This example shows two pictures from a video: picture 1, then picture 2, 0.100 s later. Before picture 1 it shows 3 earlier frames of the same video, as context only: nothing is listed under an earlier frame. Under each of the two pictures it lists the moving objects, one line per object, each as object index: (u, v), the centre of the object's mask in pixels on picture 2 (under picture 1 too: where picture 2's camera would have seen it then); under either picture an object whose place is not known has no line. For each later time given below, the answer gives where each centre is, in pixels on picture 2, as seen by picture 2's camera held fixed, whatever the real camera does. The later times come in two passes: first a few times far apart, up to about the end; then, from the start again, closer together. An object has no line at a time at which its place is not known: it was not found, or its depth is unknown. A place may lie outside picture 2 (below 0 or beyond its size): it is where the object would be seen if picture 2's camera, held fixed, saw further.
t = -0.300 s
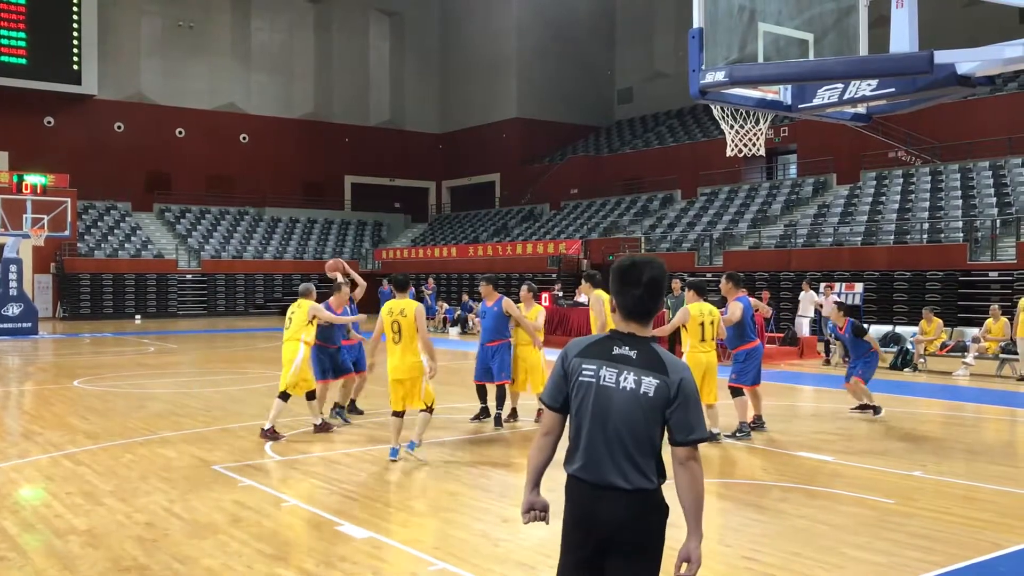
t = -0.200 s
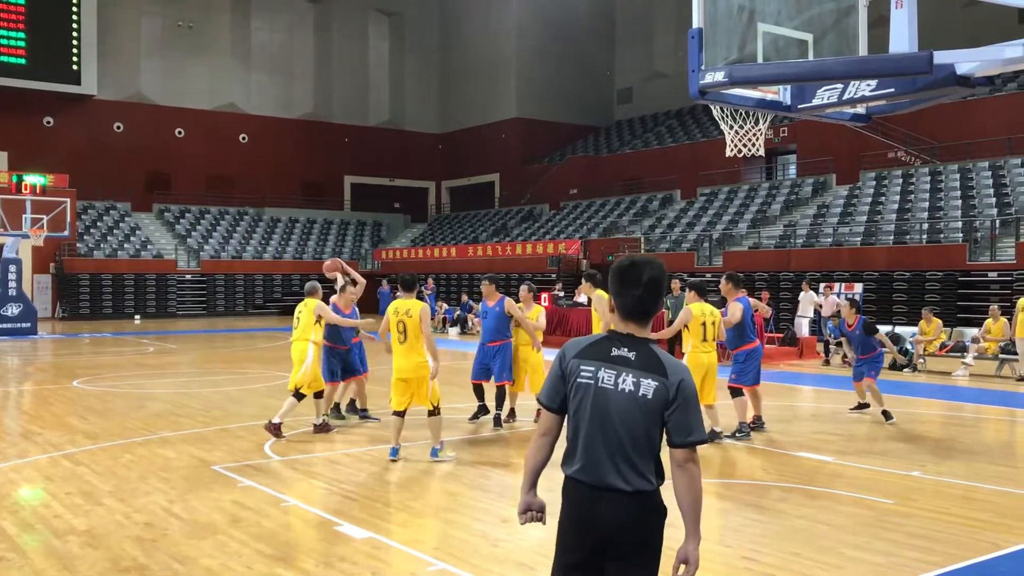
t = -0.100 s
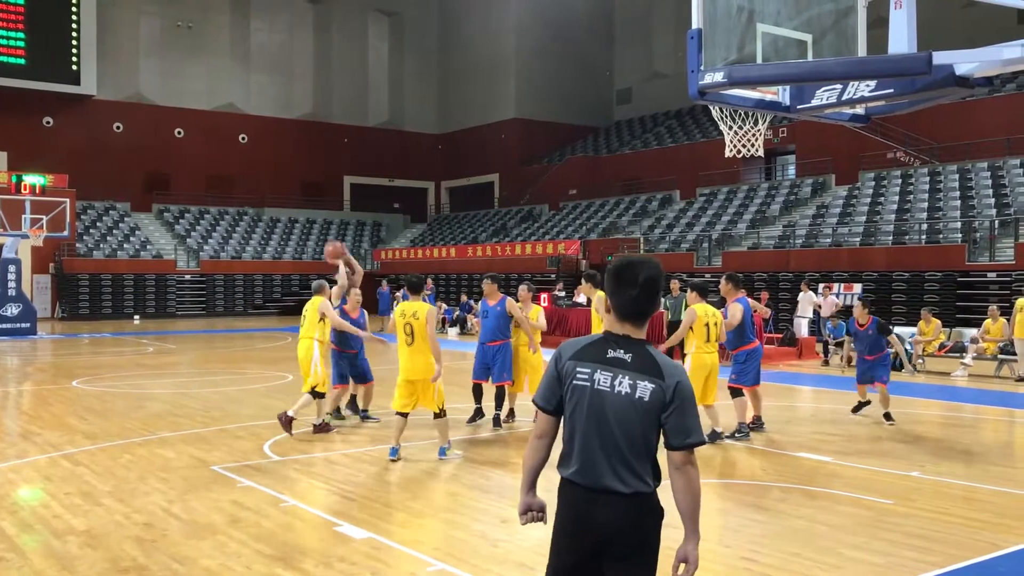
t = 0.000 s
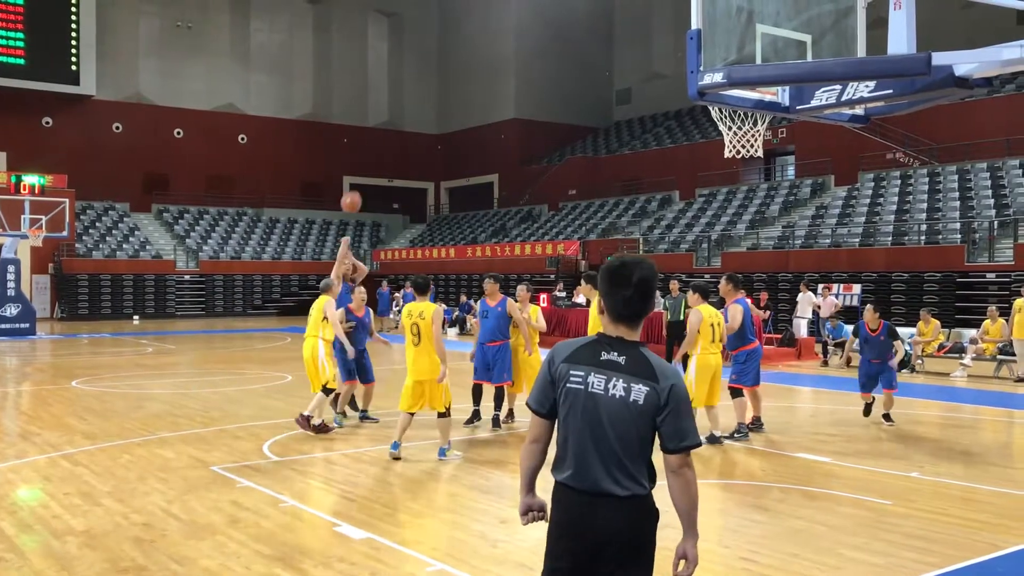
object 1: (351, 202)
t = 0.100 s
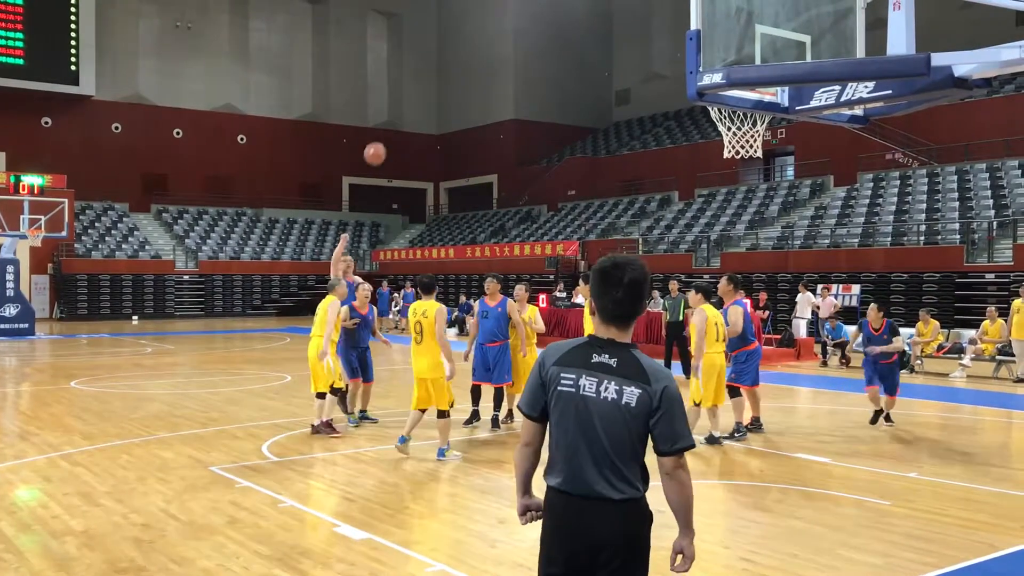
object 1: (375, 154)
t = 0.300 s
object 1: (429, 73)
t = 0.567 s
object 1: (514, 8)
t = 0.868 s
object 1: (637, 14)
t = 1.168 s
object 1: (766, 131)
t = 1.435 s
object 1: (745, 202)
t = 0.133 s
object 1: (383, 139)
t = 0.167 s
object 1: (392, 124)
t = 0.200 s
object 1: (401, 110)
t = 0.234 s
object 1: (410, 97)
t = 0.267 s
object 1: (419, 84)
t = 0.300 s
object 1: (429, 73)
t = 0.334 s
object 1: (439, 62)
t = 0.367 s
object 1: (449, 51)
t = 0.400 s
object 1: (459, 42)
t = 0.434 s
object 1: (469, 33)
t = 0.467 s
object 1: (480, 25)
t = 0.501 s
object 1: (491, 18)
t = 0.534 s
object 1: (502, 12)
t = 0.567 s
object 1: (514, 8)
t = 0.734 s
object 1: (578, 5)
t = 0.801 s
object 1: (607, 7)
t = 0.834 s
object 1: (621, 9)
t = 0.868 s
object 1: (637, 14)
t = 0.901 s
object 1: (652, 23)
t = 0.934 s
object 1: (669, 32)
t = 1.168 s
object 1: (766, 131)
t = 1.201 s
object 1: (764, 136)
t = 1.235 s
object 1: (763, 136)
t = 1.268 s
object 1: (760, 144)
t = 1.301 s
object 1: (757, 151)
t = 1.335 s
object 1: (753, 161)
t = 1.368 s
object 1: (752, 173)
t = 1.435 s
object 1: (745, 202)
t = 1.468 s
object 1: (744, 220)
